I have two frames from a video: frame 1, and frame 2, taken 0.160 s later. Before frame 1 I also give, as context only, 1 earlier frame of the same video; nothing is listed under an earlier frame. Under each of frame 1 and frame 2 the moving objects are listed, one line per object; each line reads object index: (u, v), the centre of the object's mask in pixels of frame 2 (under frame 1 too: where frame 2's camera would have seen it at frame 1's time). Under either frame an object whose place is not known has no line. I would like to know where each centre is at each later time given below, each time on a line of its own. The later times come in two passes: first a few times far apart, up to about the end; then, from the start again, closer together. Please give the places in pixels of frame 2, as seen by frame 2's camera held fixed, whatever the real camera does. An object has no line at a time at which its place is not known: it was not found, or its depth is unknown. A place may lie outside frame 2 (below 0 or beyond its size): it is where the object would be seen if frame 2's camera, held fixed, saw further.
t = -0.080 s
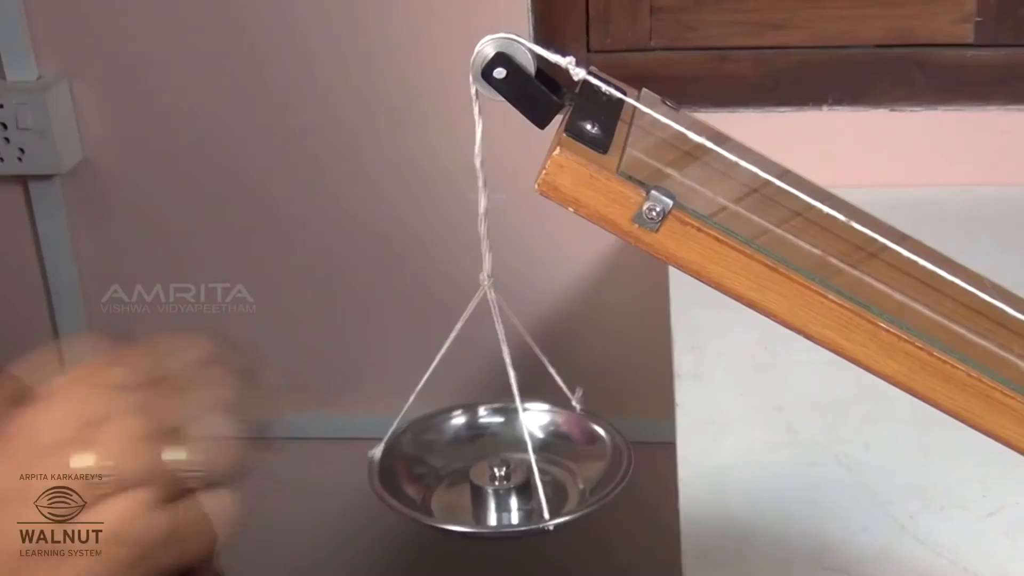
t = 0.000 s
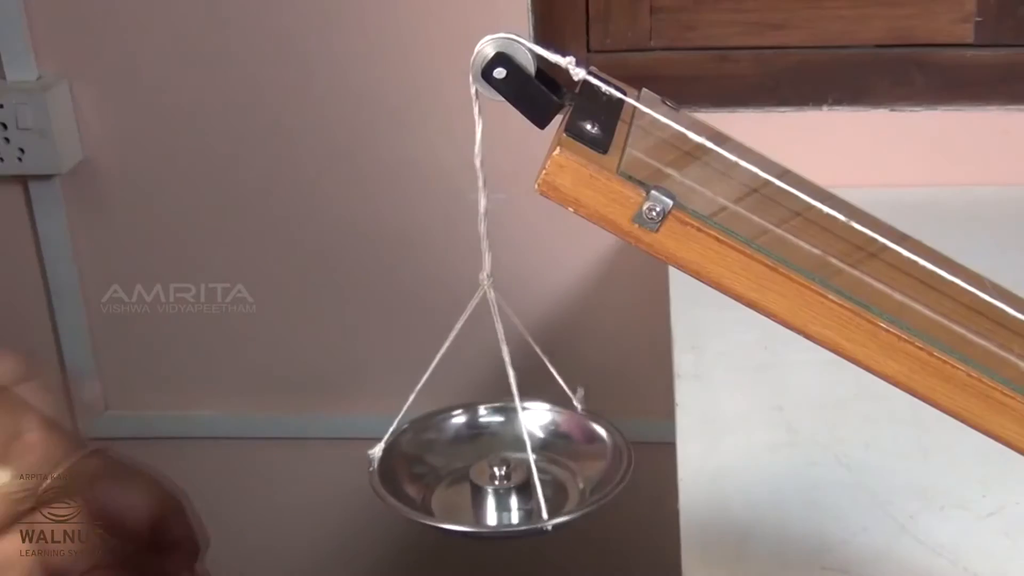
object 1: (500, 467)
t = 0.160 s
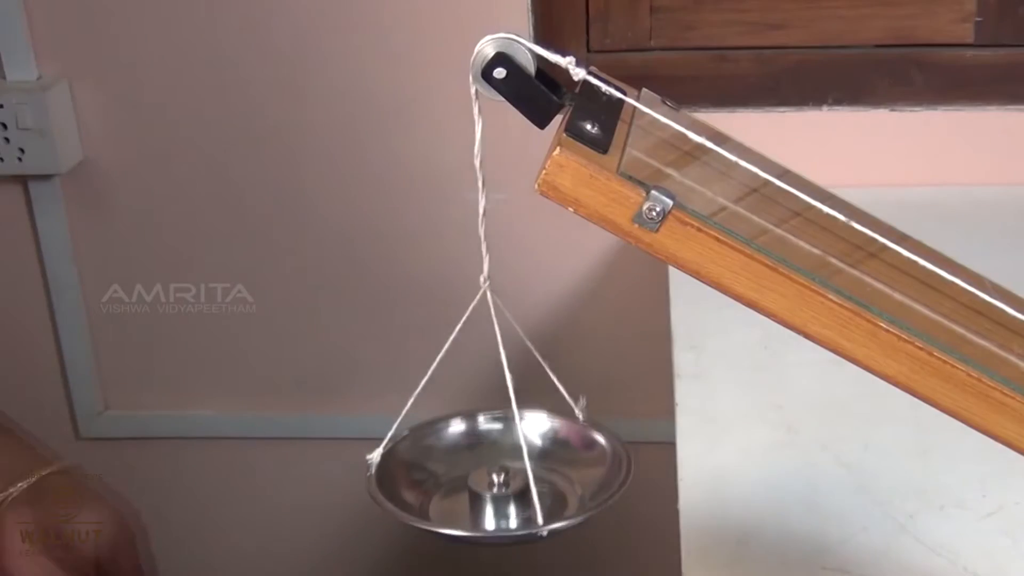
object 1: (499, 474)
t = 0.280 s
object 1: (496, 481)
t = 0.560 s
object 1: (498, 479)
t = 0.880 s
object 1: (500, 468)
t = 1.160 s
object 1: (497, 483)
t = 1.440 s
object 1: (498, 476)
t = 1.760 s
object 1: (501, 469)
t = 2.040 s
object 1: (496, 485)
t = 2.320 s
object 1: (500, 473)
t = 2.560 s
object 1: (502, 466)
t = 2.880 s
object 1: (497, 483)
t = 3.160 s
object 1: (500, 471)
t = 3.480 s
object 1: (500, 472)
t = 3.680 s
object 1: (497, 480)
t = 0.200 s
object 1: (498, 476)
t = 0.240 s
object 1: (498, 479)
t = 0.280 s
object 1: (496, 481)
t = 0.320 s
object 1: (496, 484)
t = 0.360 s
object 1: (497, 483)
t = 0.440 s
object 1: (497, 482)
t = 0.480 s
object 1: (497, 482)
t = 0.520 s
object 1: (497, 483)
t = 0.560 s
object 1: (498, 479)
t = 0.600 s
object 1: (498, 477)
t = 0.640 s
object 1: (498, 474)
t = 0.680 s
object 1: (500, 470)
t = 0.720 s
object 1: (499, 470)
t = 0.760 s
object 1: (500, 468)
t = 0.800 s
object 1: (501, 467)
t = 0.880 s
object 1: (500, 468)
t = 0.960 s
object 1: (499, 471)
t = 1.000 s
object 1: (499, 474)
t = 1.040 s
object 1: (498, 477)
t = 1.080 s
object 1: (498, 479)
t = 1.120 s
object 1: (497, 480)
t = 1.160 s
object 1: (497, 483)
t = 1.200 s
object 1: (496, 483)
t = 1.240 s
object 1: (496, 485)
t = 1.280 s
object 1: (496, 484)
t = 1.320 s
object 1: (496, 484)
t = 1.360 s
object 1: (497, 482)
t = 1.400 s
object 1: (498, 480)
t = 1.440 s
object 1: (498, 476)
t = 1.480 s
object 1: (499, 475)
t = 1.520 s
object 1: (500, 472)
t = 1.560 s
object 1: (501, 469)
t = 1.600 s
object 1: (501, 469)
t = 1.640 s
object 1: (502, 467)
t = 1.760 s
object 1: (501, 469)
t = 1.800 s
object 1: (500, 473)
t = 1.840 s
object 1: (501, 470)
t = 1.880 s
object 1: (499, 475)
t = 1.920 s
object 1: (497, 481)
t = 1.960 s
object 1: (498, 478)
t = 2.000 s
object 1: (498, 478)
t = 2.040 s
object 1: (496, 485)
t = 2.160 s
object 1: (496, 481)
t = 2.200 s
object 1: (497, 478)
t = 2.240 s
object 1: (496, 483)
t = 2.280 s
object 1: (496, 480)
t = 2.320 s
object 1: (500, 473)
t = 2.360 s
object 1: (501, 469)
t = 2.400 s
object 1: (500, 472)
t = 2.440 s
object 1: (500, 470)
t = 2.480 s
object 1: (501, 469)
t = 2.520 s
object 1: (502, 468)
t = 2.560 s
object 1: (502, 466)
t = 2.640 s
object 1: (500, 473)
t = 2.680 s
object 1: (499, 475)
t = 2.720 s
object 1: (501, 472)
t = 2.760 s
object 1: (500, 473)
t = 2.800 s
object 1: (498, 480)
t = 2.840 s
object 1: (496, 484)
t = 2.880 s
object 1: (497, 483)
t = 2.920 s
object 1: (497, 483)
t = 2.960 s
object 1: (497, 482)
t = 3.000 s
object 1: (497, 481)
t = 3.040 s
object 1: (496, 485)
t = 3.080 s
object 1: (496, 484)
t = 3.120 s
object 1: (499, 476)
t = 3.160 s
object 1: (500, 471)
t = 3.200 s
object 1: (499, 475)
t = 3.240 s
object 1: (499, 473)
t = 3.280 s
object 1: (501, 468)
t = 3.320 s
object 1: (502, 467)
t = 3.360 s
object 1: (501, 467)
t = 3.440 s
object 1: (500, 471)
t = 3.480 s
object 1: (500, 472)
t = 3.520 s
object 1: (501, 470)
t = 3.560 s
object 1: (501, 470)
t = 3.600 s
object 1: (499, 478)
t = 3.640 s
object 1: (497, 482)
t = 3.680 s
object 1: (497, 480)
